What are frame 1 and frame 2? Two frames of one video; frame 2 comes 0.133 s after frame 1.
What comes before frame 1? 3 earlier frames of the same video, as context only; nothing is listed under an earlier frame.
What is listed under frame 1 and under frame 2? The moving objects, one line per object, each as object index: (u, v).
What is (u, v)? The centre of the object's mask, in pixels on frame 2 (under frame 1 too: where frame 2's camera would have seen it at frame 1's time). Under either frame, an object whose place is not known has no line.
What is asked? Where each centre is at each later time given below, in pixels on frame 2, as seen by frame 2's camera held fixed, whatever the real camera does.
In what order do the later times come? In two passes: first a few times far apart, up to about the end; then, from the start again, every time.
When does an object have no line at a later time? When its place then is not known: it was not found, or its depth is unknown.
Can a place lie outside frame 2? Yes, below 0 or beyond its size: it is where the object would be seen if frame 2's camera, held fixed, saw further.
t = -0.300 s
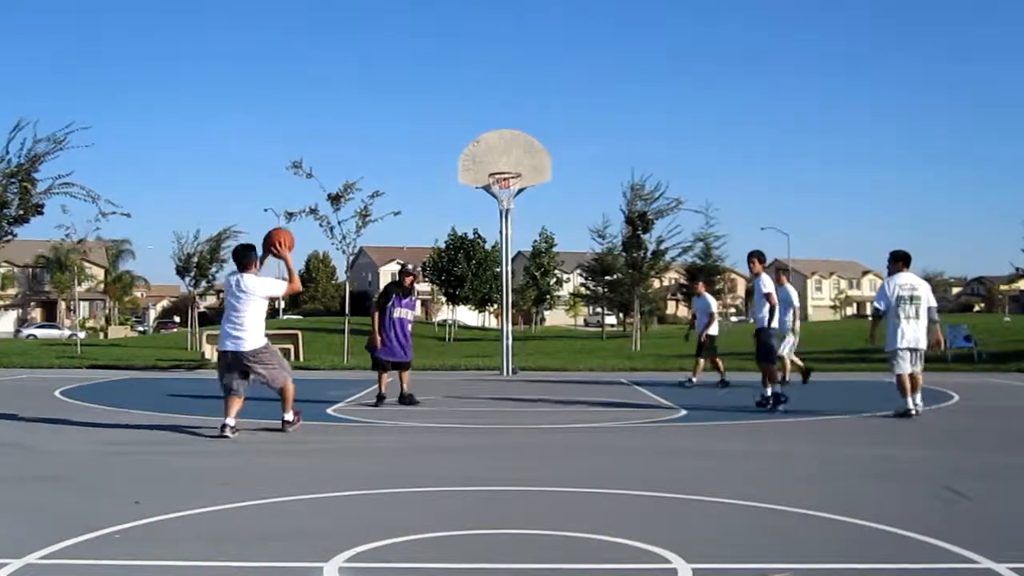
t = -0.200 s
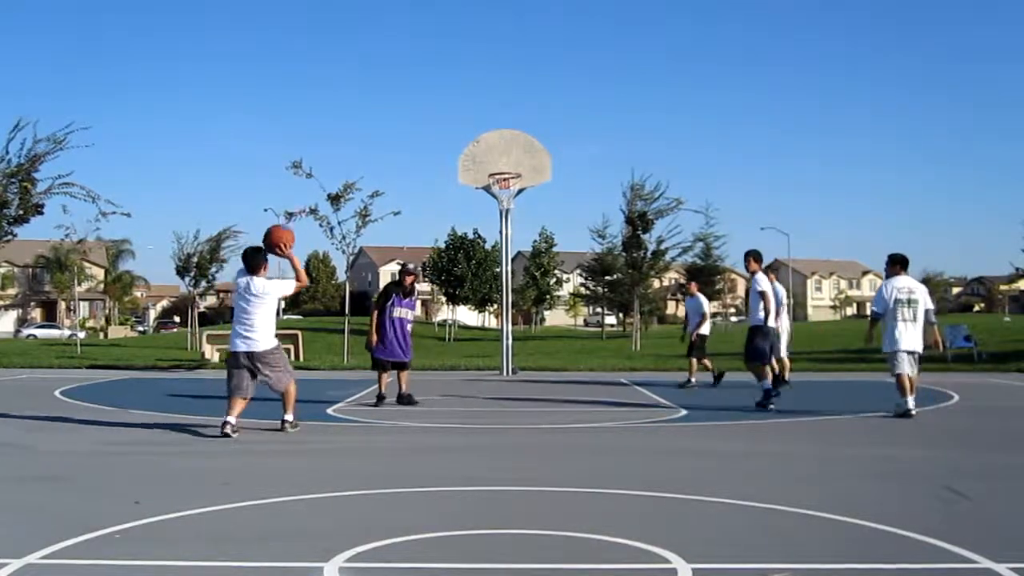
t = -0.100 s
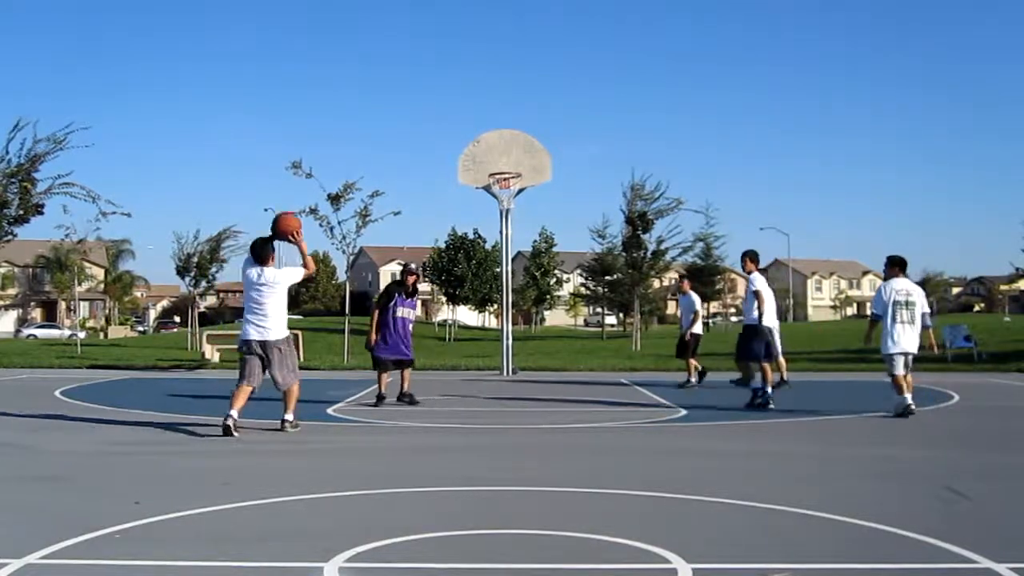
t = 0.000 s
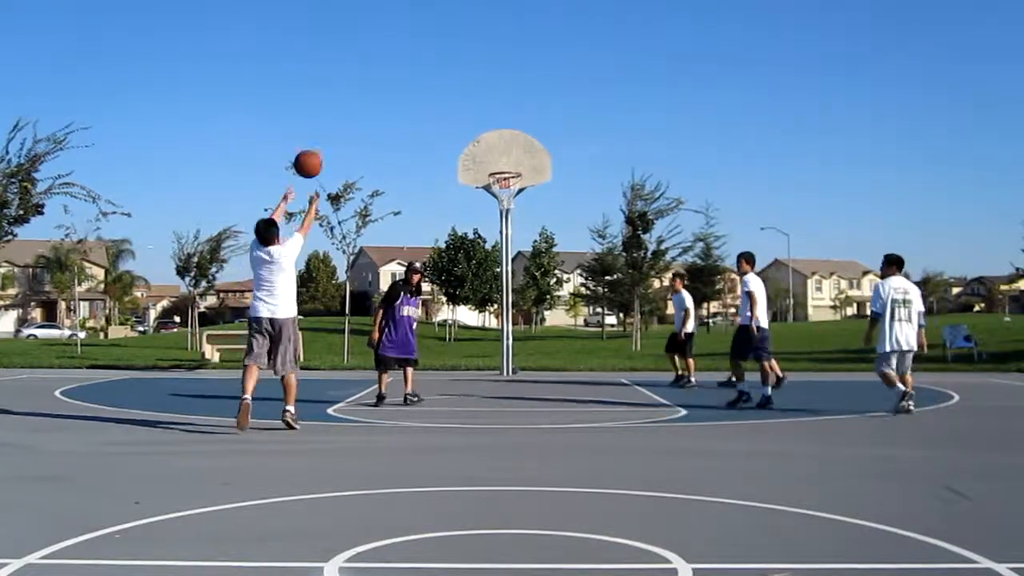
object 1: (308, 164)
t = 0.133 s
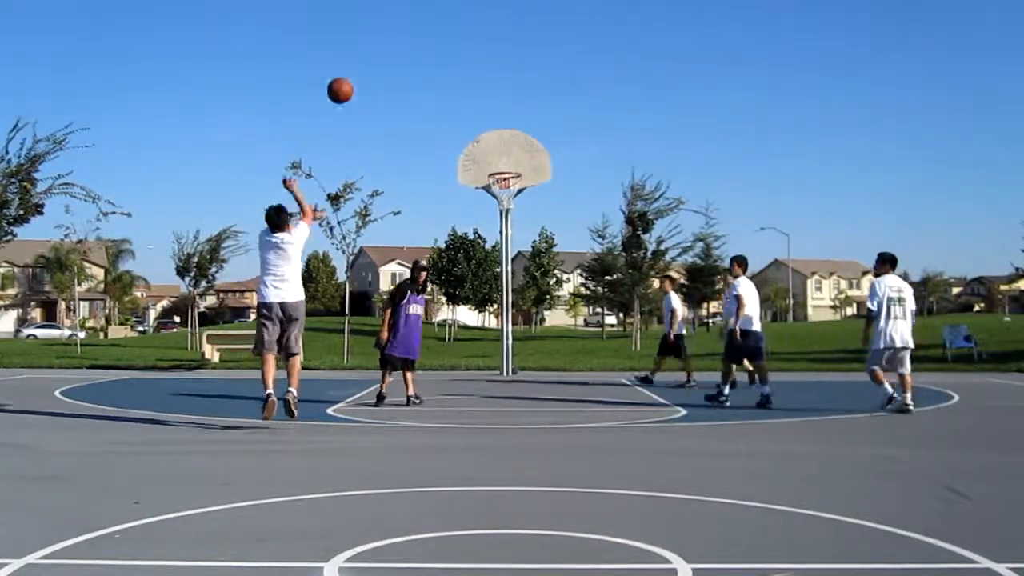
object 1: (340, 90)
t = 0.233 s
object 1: (360, 55)
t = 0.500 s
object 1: (404, 19)
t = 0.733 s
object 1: (432, 38)
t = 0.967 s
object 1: (456, 91)
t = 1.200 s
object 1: (478, 170)
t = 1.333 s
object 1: (485, 204)
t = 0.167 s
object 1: (346, 77)
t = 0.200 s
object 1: (353, 65)
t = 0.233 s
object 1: (360, 55)
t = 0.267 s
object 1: (366, 47)
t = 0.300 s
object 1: (372, 39)
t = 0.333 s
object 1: (378, 33)
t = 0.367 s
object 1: (383, 28)
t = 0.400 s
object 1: (389, 24)
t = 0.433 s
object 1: (394, 21)
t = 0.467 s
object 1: (399, 20)
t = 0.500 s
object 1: (404, 19)
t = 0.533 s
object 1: (407, 19)
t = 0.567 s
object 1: (411, 20)
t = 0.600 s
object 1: (416, 22)
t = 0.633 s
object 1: (420, 25)
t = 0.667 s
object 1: (424, 28)
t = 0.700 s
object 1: (428, 33)
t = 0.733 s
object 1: (432, 38)
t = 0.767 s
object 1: (436, 43)
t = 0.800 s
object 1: (440, 50)
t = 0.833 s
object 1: (443, 56)
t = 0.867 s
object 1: (446, 64)
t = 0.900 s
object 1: (450, 73)
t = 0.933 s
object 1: (453, 82)
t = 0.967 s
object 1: (456, 91)
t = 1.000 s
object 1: (459, 101)
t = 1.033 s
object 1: (462, 111)
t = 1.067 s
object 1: (465, 122)
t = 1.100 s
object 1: (469, 133)
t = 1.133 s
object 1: (472, 145)
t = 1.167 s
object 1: (475, 158)
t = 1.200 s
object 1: (478, 170)
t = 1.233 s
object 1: (480, 181)
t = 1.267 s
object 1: (481, 187)
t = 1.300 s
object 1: (484, 196)
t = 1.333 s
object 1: (485, 204)
